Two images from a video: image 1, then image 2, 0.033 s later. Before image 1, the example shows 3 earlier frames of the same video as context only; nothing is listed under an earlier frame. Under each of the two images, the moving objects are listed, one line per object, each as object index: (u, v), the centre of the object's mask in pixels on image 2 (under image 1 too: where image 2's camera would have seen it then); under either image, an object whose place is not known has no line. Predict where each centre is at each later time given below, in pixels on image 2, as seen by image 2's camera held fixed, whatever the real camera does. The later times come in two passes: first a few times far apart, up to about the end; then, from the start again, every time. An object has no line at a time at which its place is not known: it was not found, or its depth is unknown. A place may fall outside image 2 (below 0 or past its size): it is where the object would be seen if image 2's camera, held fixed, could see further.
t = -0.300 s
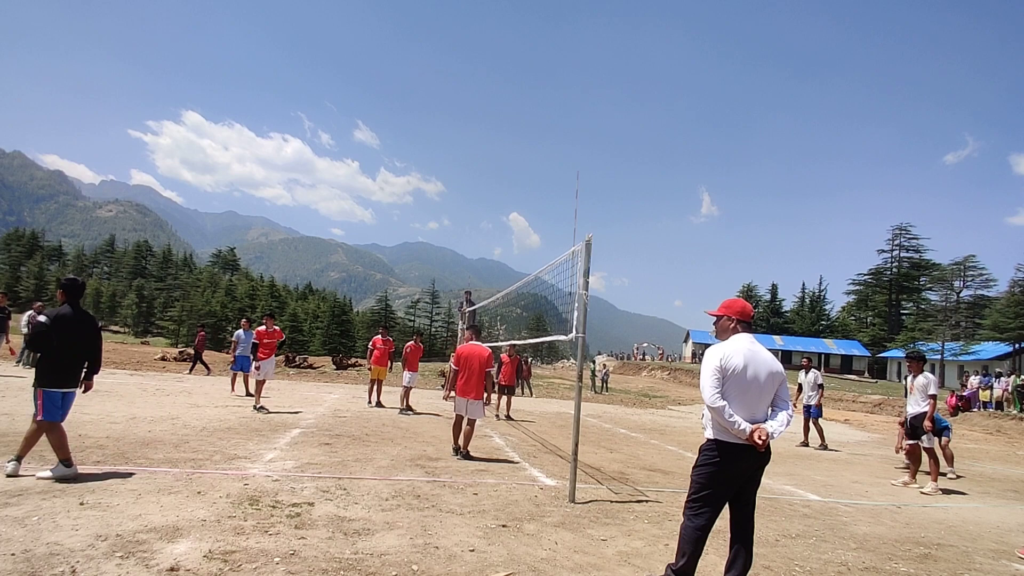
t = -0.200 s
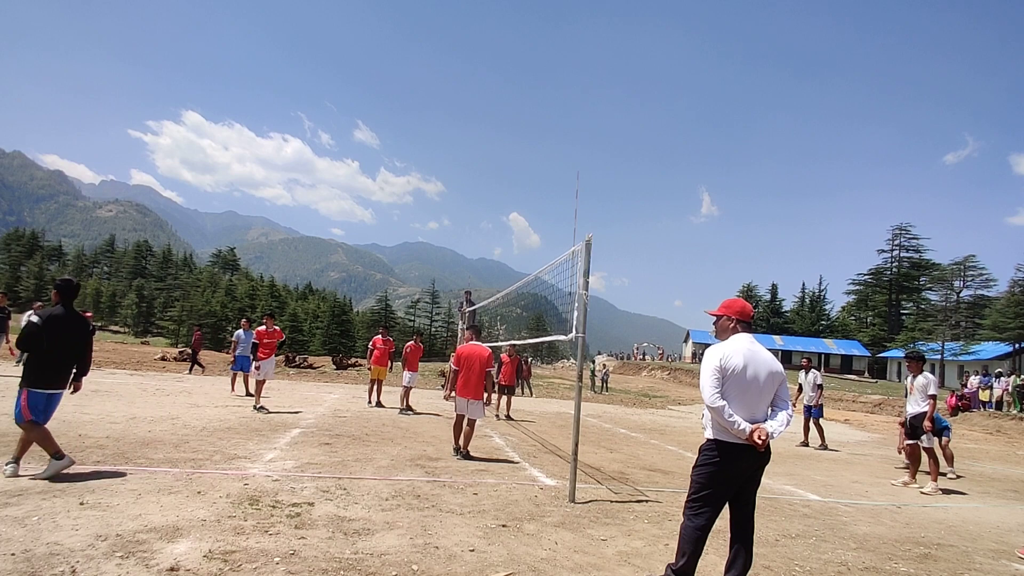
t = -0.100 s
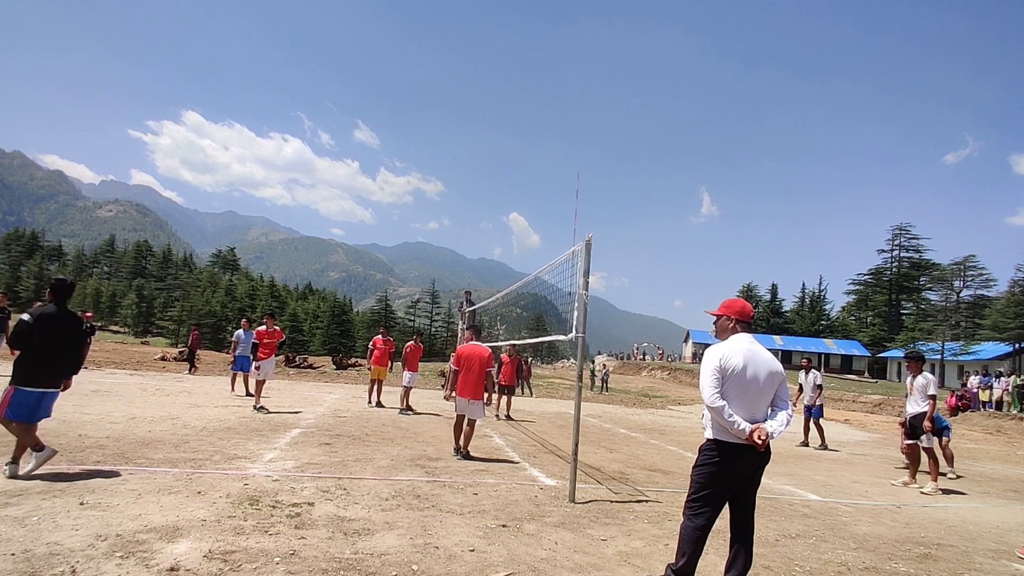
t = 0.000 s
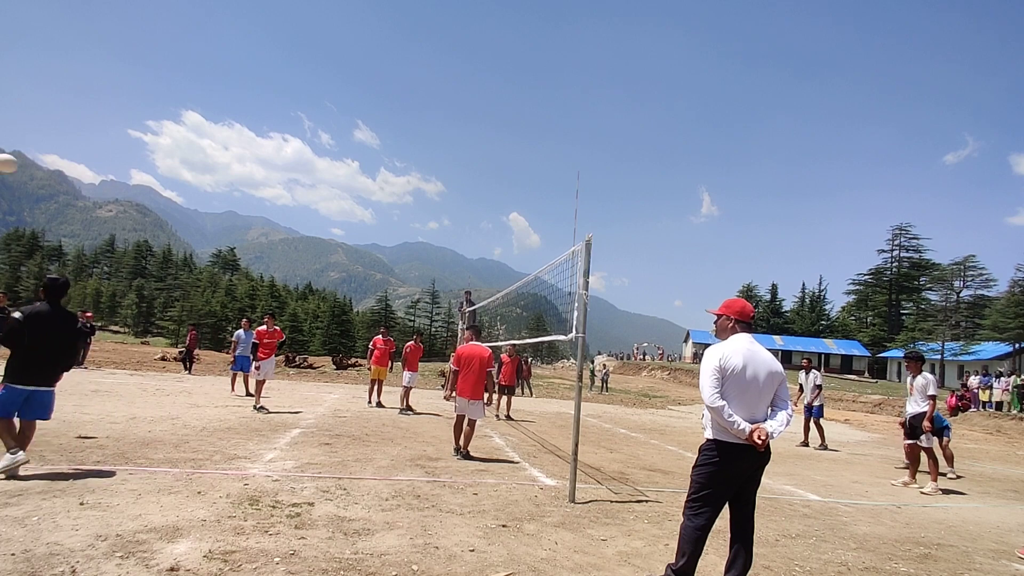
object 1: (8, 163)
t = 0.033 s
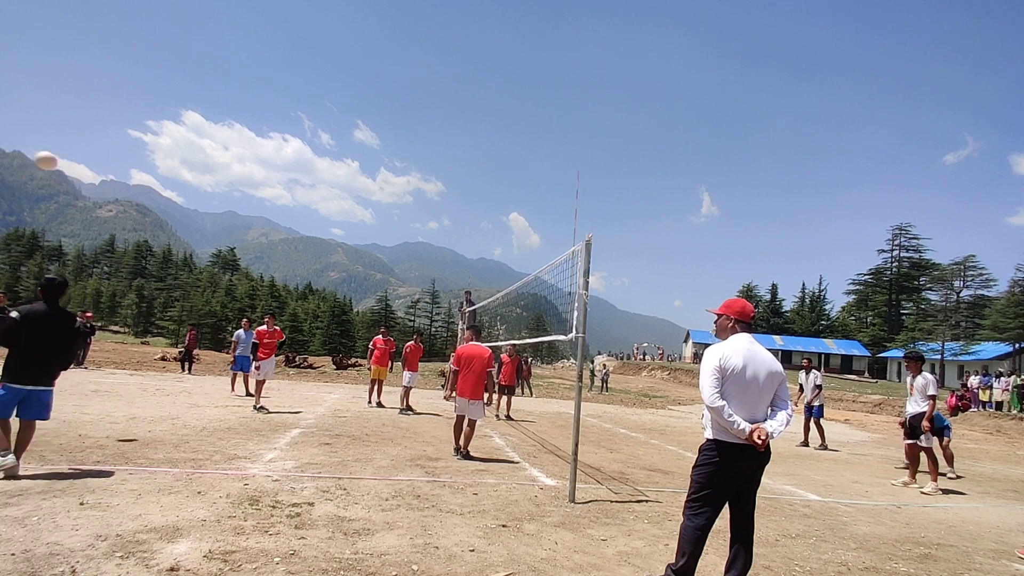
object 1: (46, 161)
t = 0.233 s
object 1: (268, 162)
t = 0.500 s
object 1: (527, 210)
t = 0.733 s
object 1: (735, 288)
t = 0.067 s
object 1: (85, 159)
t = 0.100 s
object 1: (123, 158)
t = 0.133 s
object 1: (161, 158)
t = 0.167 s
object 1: (197, 159)
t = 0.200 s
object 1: (233, 160)
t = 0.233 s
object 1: (268, 162)
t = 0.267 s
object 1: (303, 165)
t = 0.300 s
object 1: (337, 169)
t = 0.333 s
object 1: (370, 174)
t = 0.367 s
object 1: (403, 180)
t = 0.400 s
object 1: (435, 186)
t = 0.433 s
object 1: (466, 193)
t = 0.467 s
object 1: (497, 201)
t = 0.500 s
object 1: (527, 210)
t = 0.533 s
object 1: (558, 219)
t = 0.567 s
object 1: (588, 229)
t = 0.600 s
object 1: (618, 239)
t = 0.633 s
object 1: (647, 249)
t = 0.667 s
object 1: (676, 261)
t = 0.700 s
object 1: (706, 274)
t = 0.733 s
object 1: (735, 288)
